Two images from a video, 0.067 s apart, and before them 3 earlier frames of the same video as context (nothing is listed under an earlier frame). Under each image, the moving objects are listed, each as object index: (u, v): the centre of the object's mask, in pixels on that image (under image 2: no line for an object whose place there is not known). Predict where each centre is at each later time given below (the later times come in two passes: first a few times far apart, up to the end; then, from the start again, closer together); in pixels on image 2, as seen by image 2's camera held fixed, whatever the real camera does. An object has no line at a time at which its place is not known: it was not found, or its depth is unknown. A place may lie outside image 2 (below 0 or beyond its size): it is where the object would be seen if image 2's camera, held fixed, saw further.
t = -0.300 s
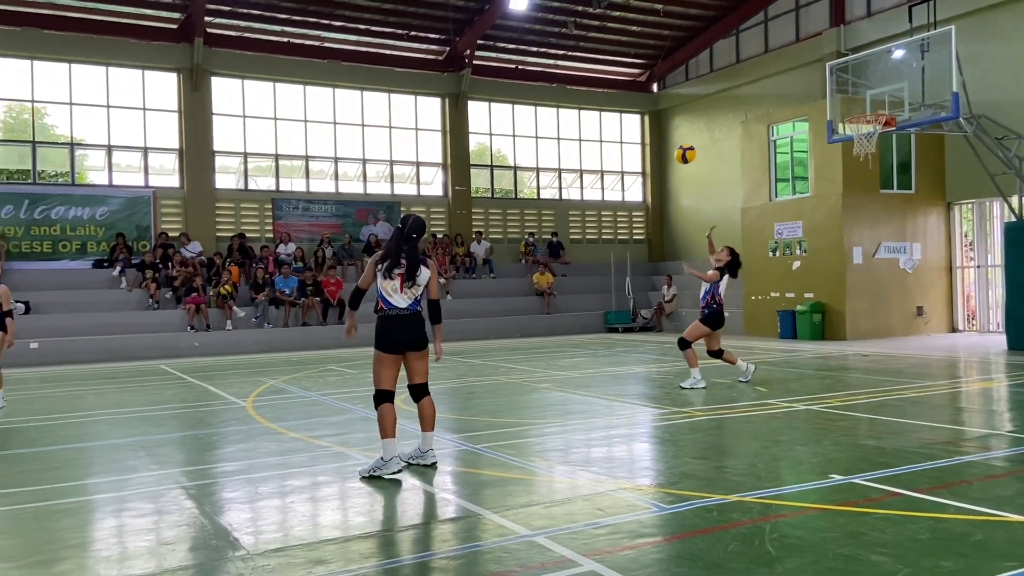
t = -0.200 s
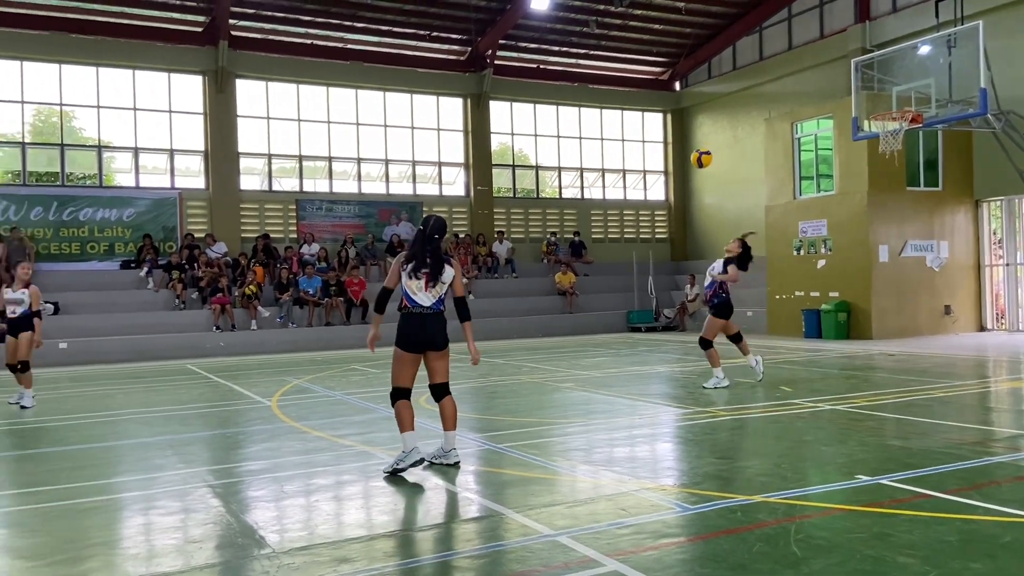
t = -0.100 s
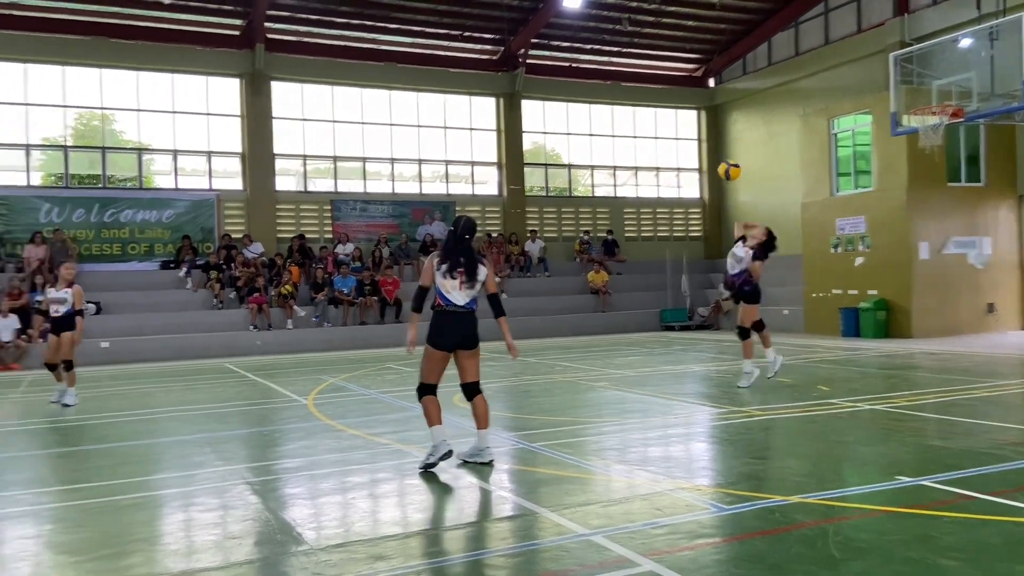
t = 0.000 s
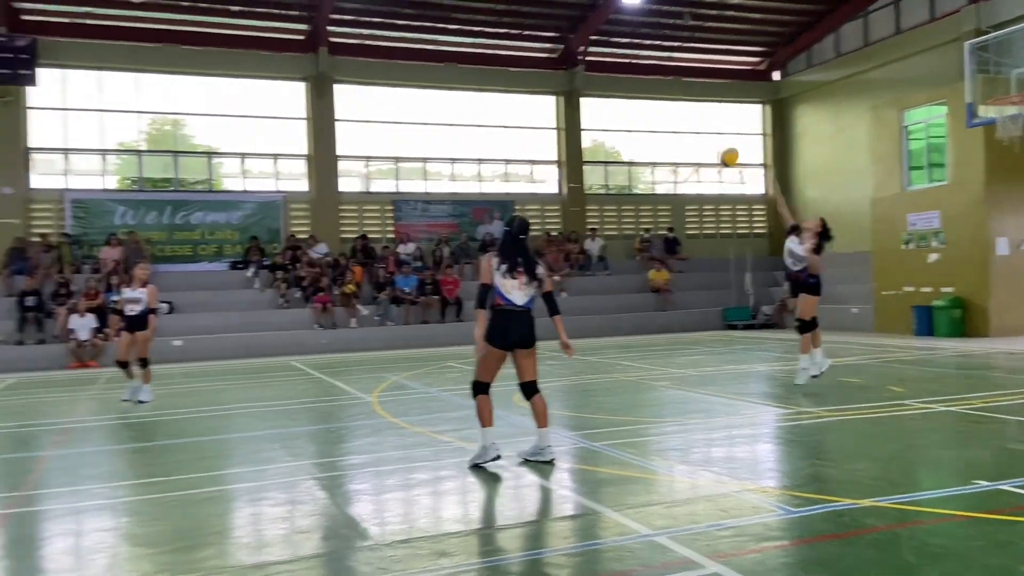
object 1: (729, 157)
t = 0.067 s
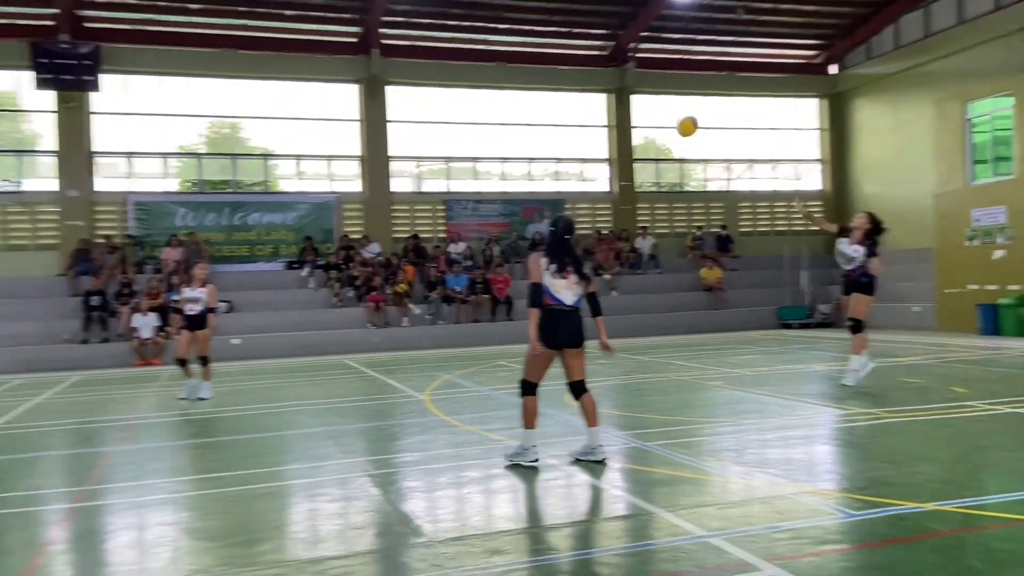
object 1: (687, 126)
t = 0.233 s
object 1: (435, 75)
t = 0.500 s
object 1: (-19, 48)
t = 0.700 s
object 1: (-409, 88)
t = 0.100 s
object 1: (638, 115)
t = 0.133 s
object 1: (589, 102)
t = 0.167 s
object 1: (538, 92)
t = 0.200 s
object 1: (487, 83)
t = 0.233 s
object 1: (435, 75)
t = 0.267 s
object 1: (382, 67)
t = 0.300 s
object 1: (328, 61)
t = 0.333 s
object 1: (273, 56)
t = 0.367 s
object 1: (217, 52)
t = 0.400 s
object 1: (160, 49)
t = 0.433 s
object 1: (101, 48)
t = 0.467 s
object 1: (41, 47)
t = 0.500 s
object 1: (-19, 48)
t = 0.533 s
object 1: (-81, 51)
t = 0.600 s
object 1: (-210, 60)
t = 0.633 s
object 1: (-275, 68)
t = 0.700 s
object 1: (-409, 88)
